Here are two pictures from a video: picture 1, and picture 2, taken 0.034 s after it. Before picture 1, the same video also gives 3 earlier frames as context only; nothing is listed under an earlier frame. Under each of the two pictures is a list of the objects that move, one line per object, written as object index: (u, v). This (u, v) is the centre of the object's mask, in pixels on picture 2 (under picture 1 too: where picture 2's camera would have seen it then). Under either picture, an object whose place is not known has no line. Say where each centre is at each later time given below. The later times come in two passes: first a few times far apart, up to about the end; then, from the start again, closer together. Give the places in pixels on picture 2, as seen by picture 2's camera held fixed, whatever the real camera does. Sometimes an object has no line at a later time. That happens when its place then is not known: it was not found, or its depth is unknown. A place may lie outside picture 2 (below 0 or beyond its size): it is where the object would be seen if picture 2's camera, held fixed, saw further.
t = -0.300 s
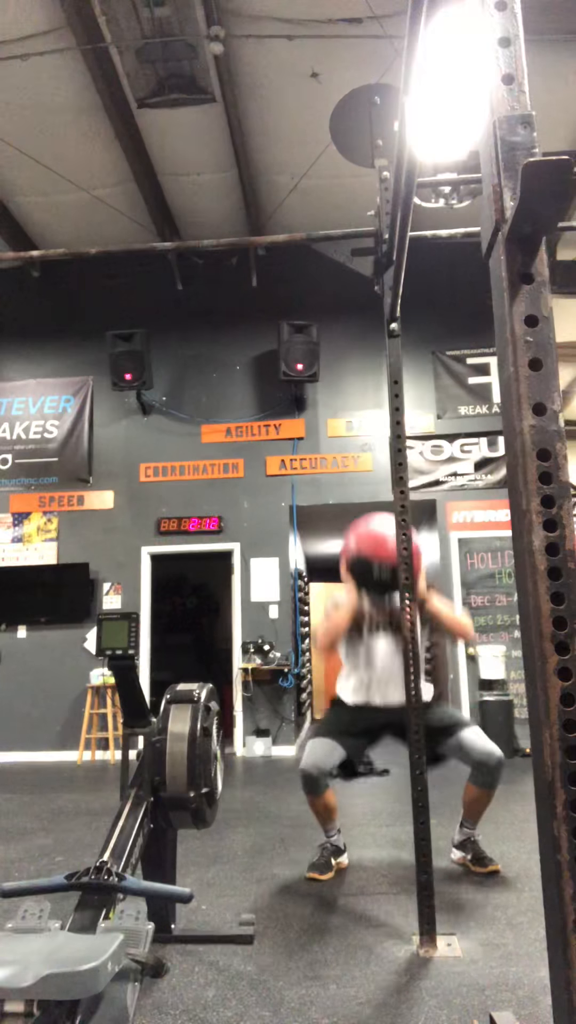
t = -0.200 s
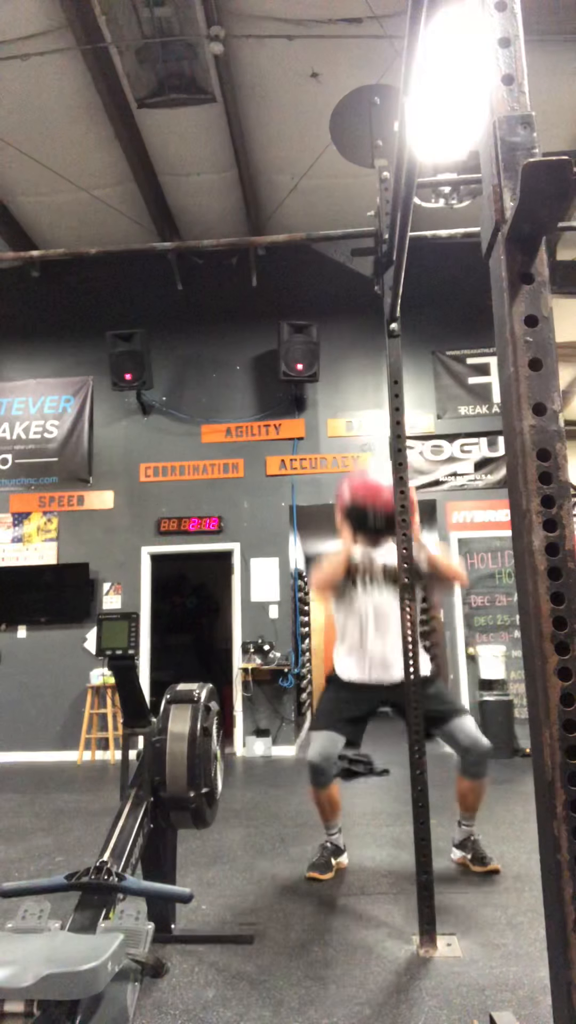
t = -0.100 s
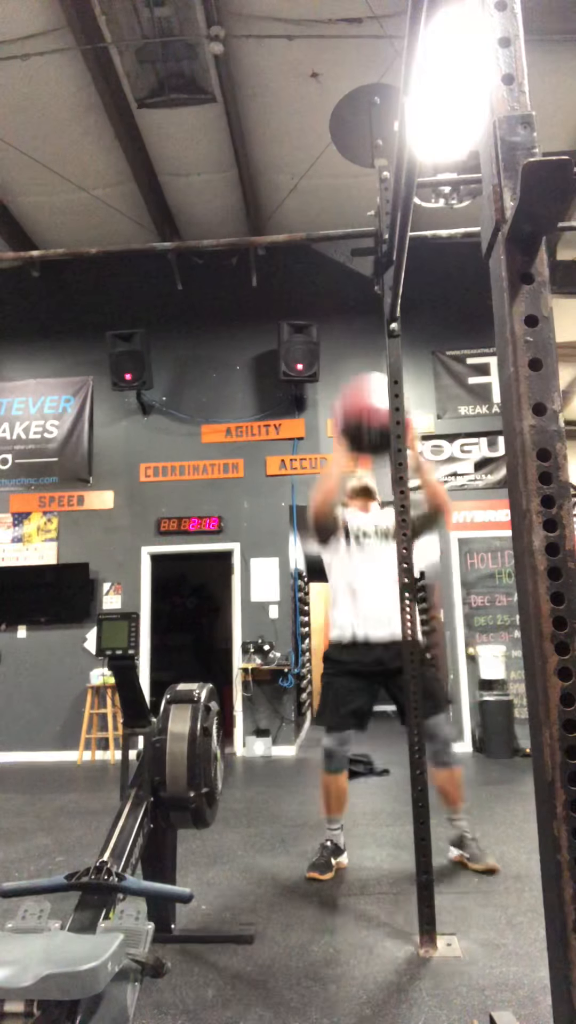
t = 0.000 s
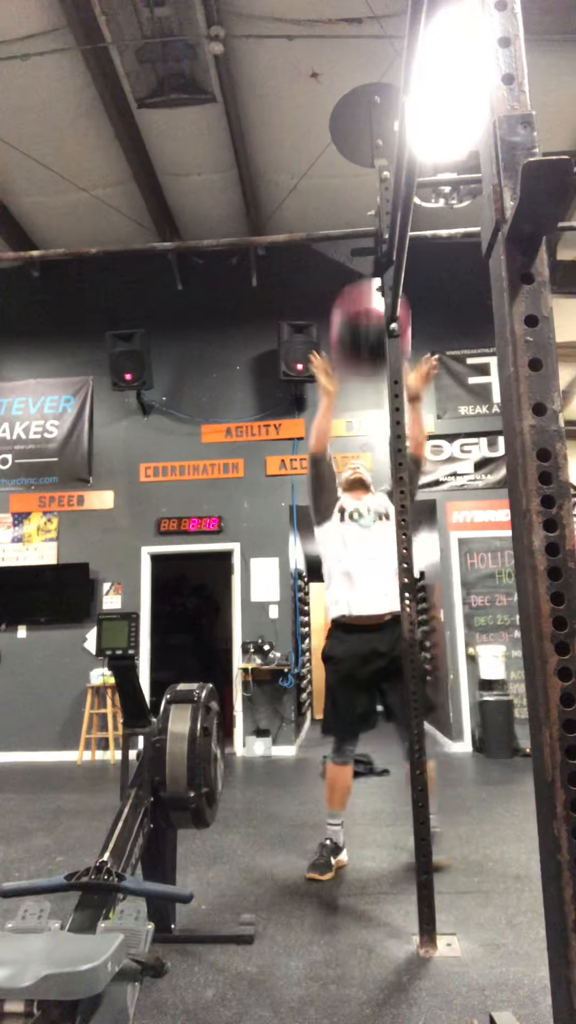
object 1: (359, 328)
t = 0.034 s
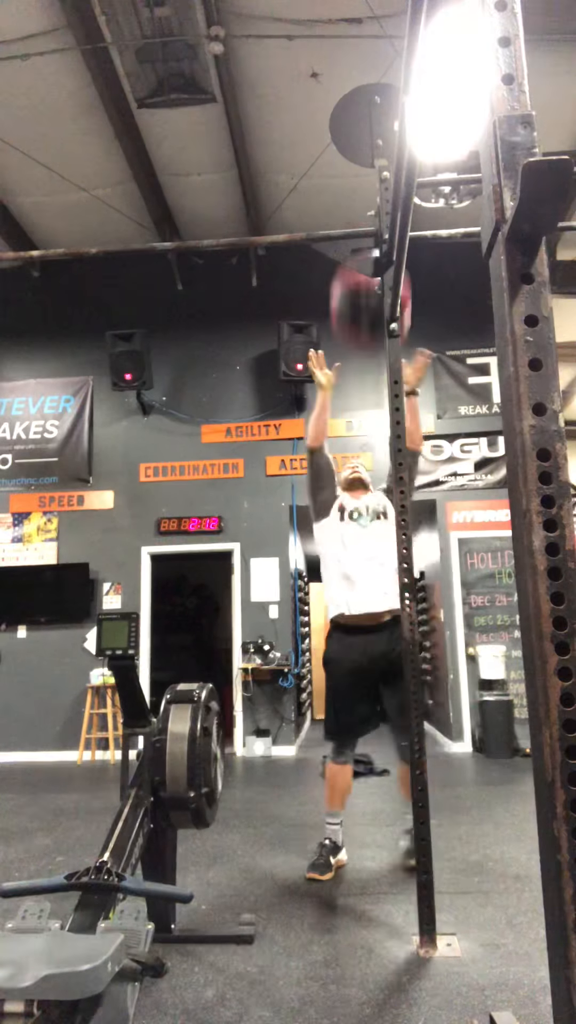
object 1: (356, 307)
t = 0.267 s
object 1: (354, 186)
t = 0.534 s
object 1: (359, 202)
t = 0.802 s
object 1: (388, 384)
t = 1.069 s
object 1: (407, 732)
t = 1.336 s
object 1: (429, 814)
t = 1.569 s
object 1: (430, 829)
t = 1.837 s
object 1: (430, 833)
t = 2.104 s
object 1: (430, 833)
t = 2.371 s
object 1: (430, 833)
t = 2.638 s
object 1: (430, 833)
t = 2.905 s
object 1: (430, 833)
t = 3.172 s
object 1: (430, 833)
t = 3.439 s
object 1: (430, 833)
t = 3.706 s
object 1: (430, 833)
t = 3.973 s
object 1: (430, 833)
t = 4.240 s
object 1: (430, 833)
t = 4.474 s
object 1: (430, 833)
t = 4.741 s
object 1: (430, 833)
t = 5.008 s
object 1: (430, 833)
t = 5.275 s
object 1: (431, 833)
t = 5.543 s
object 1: (430, 833)
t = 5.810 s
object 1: (430, 833)
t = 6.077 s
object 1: (430, 833)
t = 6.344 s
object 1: (430, 834)
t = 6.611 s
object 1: (430, 834)
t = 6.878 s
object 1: (430, 833)
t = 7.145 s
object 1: (430, 833)
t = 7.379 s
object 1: (430, 833)
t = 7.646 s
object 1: (430, 833)
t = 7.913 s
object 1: (430, 833)
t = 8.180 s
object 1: (430, 833)
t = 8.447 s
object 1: (430, 833)
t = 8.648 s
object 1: (430, 833)
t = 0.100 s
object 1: (353, 265)
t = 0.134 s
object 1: (356, 209)
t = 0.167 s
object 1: (354, 201)
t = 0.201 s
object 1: (354, 197)
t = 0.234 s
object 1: (354, 191)
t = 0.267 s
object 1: (354, 186)
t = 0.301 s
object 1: (355, 184)
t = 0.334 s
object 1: (355, 184)
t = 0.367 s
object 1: (356, 185)
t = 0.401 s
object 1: (356, 186)
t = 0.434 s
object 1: (357, 190)
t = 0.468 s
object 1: (357, 194)
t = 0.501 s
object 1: (357, 198)
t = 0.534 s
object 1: (359, 202)
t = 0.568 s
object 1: (360, 210)
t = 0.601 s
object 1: (362, 216)
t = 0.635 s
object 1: (359, 264)
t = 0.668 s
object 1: (380, 283)
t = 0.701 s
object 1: (383, 307)
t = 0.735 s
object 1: (386, 328)
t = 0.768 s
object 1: (387, 355)
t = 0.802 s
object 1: (388, 384)
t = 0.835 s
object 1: (390, 418)
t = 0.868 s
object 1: (392, 459)
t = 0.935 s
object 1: (394, 536)
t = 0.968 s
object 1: (398, 580)
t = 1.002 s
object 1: (401, 626)
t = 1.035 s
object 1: (404, 674)
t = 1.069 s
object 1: (407, 732)
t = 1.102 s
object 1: (411, 788)
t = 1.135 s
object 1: (414, 842)
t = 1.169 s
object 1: (414, 838)
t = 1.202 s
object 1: (413, 827)
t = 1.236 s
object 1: (413, 820)
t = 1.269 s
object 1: (429, 813)
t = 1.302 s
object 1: (429, 814)
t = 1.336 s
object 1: (429, 814)
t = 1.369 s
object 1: (429, 817)
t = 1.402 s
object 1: (430, 822)
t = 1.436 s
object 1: (430, 830)
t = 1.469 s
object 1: (430, 834)
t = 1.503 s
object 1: (430, 830)
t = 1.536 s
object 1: (430, 829)
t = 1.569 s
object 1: (430, 829)
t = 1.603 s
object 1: (430, 830)
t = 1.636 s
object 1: (430, 831)
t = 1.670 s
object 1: (430, 831)
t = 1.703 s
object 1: (430, 832)
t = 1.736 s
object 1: (430, 832)
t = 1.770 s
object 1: (430, 832)
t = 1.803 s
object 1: (430, 832)
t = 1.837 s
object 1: (430, 833)
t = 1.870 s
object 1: (430, 833)
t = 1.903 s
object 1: (430, 832)
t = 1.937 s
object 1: (430, 833)
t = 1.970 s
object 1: (430, 833)
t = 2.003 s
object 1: (430, 833)
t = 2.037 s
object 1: (430, 833)
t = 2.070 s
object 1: (430, 833)
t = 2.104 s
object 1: (430, 833)
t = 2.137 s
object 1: (430, 833)
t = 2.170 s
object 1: (430, 833)
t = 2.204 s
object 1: (430, 833)
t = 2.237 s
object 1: (430, 833)
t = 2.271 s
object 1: (430, 833)
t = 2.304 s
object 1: (430, 833)
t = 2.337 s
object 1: (430, 833)
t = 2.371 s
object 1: (430, 833)
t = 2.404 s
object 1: (430, 833)
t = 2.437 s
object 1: (430, 833)
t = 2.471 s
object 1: (430, 833)
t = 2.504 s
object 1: (430, 833)
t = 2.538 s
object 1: (430, 833)
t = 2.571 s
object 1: (430, 833)
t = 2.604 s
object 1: (430, 833)
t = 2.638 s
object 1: (430, 833)
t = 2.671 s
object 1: (430, 833)
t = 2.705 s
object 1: (430, 833)
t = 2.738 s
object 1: (430, 833)
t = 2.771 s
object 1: (430, 833)
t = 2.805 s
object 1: (430, 833)
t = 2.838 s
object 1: (430, 833)
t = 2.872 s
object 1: (430, 833)
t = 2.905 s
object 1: (430, 833)
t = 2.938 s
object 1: (430, 833)
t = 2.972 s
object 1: (430, 833)
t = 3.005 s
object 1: (430, 833)
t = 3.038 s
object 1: (430, 833)
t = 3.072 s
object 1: (430, 833)
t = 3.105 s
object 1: (430, 833)
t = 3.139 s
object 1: (430, 833)
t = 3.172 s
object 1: (430, 833)
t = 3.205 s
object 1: (430, 833)
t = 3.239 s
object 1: (430, 833)
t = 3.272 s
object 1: (430, 833)
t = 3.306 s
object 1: (430, 833)
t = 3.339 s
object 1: (430, 833)
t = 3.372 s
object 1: (430, 833)
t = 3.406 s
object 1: (430, 833)
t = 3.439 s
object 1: (430, 833)
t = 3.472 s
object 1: (430, 833)
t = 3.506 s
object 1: (430, 833)
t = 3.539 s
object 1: (430, 833)
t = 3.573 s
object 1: (430, 833)
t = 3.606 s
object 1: (430, 833)
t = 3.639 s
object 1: (430, 833)
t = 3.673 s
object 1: (430, 833)
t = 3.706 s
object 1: (430, 833)
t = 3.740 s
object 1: (430, 833)
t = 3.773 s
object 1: (430, 833)
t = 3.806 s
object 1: (430, 833)
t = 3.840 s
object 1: (430, 833)
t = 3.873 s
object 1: (430, 833)
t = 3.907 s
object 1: (430, 833)
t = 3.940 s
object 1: (430, 833)
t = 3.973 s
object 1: (430, 833)
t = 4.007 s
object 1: (430, 833)
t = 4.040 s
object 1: (430, 833)
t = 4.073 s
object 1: (430, 833)
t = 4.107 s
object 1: (431, 833)
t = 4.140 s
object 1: (430, 833)
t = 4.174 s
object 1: (430, 833)
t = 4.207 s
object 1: (430, 833)
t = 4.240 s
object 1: (430, 833)
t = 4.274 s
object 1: (430, 833)
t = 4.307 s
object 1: (430, 833)
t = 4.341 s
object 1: (430, 833)
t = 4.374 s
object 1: (430, 833)
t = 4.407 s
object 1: (430, 833)
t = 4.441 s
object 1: (430, 833)
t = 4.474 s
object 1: (430, 833)
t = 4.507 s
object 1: (430, 833)
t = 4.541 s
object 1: (430, 833)
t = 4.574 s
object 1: (430, 833)
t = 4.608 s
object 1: (430, 833)
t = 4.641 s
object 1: (430, 833)
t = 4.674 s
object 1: (430, 833)
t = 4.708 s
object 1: (430, 833)
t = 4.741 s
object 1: (430, 833)
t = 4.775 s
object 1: (430, 833)
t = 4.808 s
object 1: (430, 833)
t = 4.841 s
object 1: (430, 833)
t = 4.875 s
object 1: (430, 833)
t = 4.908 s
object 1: (430, 833)
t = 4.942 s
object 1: (430, 833)
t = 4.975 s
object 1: (430, 833)
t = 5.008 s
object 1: (430, 833)
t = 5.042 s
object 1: (430, 833)
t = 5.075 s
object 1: (430, 833)
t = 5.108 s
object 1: (430, 833)
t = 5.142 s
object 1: (430, 833)
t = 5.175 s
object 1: (430, 833)
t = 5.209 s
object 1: (430, 833)
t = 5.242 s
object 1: (430, 833)
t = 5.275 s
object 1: (431, 833)
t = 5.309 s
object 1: (430, 833)
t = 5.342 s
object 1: (430, 833)
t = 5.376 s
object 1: (430, 833)
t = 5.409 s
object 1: (430, 833)
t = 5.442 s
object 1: (430, 833)
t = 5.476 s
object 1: (430, 833)
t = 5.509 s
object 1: (430, 833)
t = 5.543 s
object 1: (430, 833)
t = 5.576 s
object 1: (430, 833)
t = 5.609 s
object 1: (430, 833)
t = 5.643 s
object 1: (430, 833)
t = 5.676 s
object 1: (430, 833)
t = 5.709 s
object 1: (430, 833)
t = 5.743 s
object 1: (430, 833)
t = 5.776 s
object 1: (430, 833)
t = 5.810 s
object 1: (430, 833)
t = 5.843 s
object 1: (430, 833)
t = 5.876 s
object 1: (430, 833)
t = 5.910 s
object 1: (430, 833)
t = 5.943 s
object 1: (430, 833)
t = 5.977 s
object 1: (430, 833)
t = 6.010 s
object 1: (430, 833)
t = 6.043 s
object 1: (430, 833)
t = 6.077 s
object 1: (430, 833)
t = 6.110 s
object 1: (430, 833)
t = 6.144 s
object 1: (430, 833)
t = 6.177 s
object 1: (430, 833)
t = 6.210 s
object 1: (430, 833)
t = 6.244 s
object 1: (430, 833)
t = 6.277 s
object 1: (430, 833)
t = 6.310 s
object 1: (430, 834)
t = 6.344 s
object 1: (430, 834)
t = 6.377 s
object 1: (430, 834)
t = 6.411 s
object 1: (430, 834)
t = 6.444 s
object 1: (430, 834)
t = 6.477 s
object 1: (430, 834)
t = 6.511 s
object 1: (430, 834)
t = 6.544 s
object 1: (430, 834)
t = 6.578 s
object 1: (430, 834)
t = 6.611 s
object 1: (430, 834)
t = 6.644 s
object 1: (430, 834)
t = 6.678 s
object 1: (430, 834)
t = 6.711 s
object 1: (430, 834)
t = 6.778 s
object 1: (430, 834)
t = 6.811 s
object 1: (430, 834)
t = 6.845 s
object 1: (430, 833)
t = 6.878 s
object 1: (430, 833)
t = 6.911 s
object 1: (430, 833)
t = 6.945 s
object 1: (430, 833)
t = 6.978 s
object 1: (430, 833)
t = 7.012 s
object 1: (430, 833)
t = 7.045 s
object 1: (430, 833)
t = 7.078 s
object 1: (430, 833)
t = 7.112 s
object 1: (430, 833)
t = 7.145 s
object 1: (430, 833)
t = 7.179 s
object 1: (430, 833)
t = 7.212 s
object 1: (430, 833)
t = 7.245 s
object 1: (430, 833)
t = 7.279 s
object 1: (430, 833)
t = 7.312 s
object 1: (430, 833)
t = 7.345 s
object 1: (430, 833)
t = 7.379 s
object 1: (430, 833)
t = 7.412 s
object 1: (430, 833)
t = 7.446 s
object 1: (430, 833)
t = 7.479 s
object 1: (430, 833)
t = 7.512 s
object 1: (430, 833)
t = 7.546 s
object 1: (430, 833)
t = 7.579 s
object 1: (430, 833)
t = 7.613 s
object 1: (430, 833)
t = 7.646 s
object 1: (430, 833)
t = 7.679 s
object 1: (430, 833)
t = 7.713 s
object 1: (430, 833)
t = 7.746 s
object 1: (430, 833)
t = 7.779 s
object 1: (430, 833)
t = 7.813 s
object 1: (430, 833)
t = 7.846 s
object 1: (430, 833)
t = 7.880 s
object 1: (430, 833)
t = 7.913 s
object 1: (430, 833)
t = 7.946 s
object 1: (430, 833)
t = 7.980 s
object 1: (430, 833)
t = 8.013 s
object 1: (430, 833)
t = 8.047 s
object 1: (430, 833)
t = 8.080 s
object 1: (430, 833)
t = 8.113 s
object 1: (430, 833)
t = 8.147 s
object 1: (430, 833)
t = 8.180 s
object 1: (430, 833)
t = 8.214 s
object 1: (430, 833)
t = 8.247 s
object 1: (430, 833)
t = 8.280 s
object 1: (430, 833)
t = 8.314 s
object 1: (430, 833)
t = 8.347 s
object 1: (430, 833)
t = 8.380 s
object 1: (430, 833)
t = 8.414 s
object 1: (430, 833)
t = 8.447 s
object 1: (430, 833)
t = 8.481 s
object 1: (430, 833)
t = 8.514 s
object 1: (430, 833)
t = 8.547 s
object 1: (430, 833)
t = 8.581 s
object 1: (430, 833)
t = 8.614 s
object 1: (430, 833)
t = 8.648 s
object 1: (430, 833)
